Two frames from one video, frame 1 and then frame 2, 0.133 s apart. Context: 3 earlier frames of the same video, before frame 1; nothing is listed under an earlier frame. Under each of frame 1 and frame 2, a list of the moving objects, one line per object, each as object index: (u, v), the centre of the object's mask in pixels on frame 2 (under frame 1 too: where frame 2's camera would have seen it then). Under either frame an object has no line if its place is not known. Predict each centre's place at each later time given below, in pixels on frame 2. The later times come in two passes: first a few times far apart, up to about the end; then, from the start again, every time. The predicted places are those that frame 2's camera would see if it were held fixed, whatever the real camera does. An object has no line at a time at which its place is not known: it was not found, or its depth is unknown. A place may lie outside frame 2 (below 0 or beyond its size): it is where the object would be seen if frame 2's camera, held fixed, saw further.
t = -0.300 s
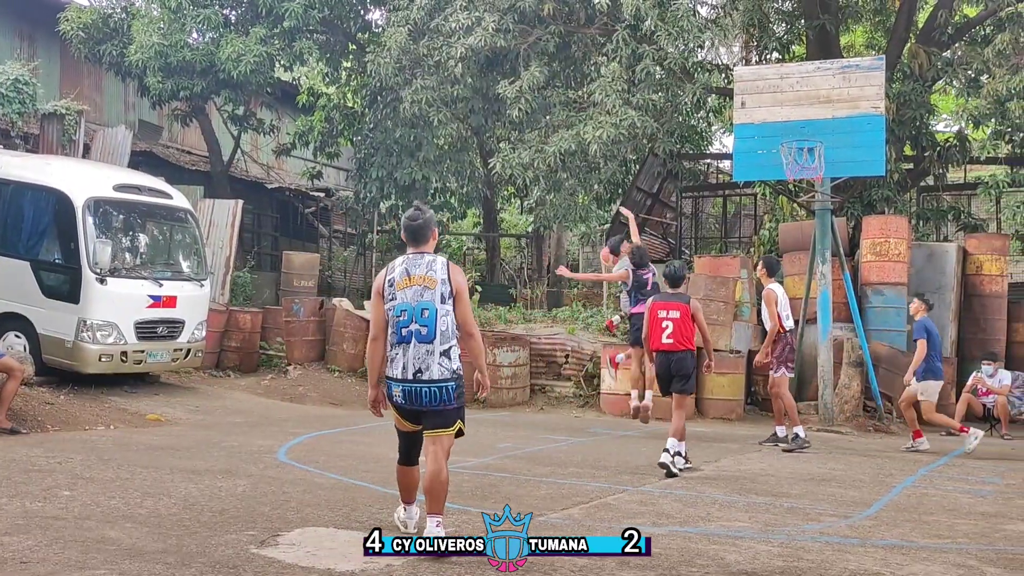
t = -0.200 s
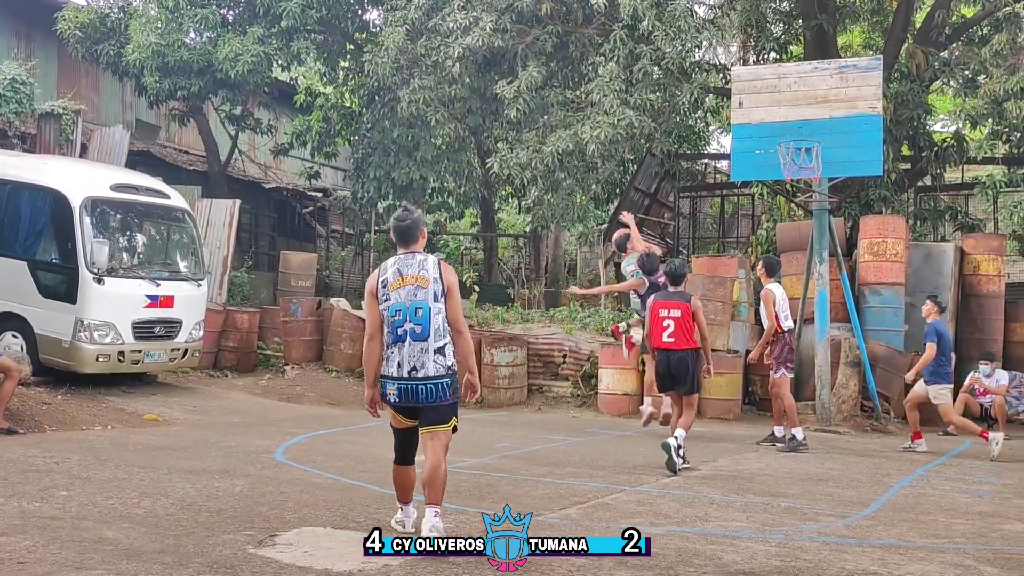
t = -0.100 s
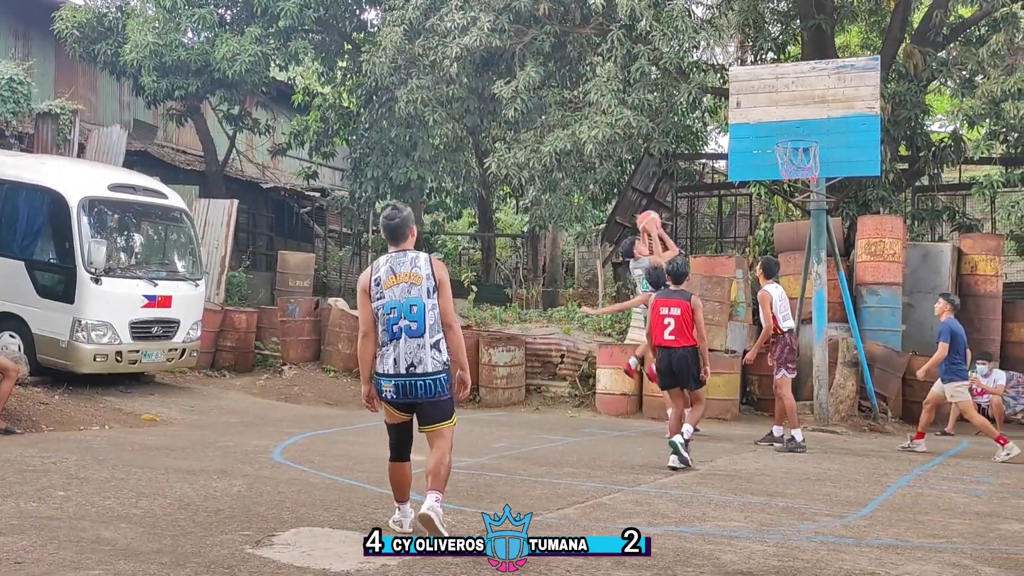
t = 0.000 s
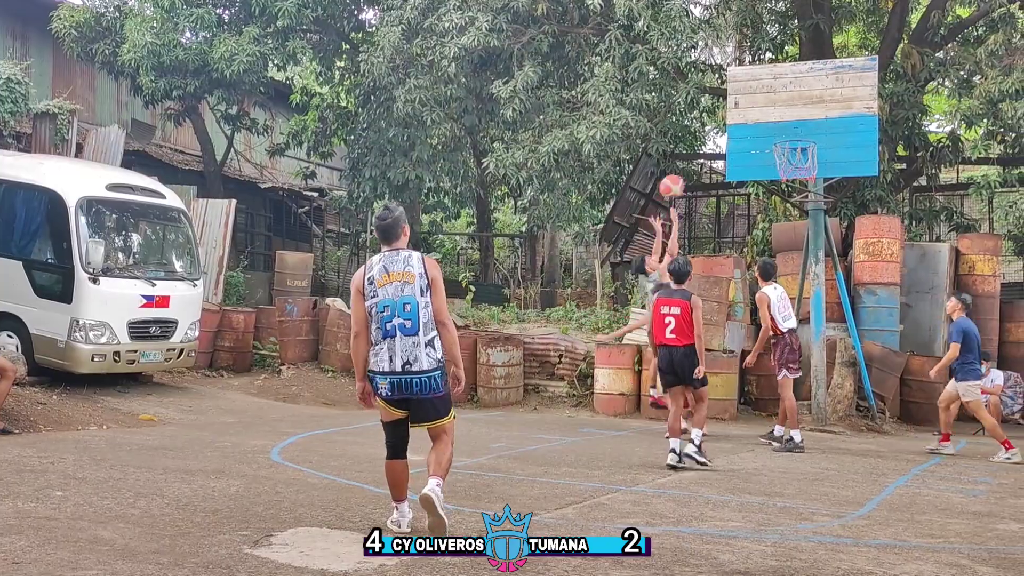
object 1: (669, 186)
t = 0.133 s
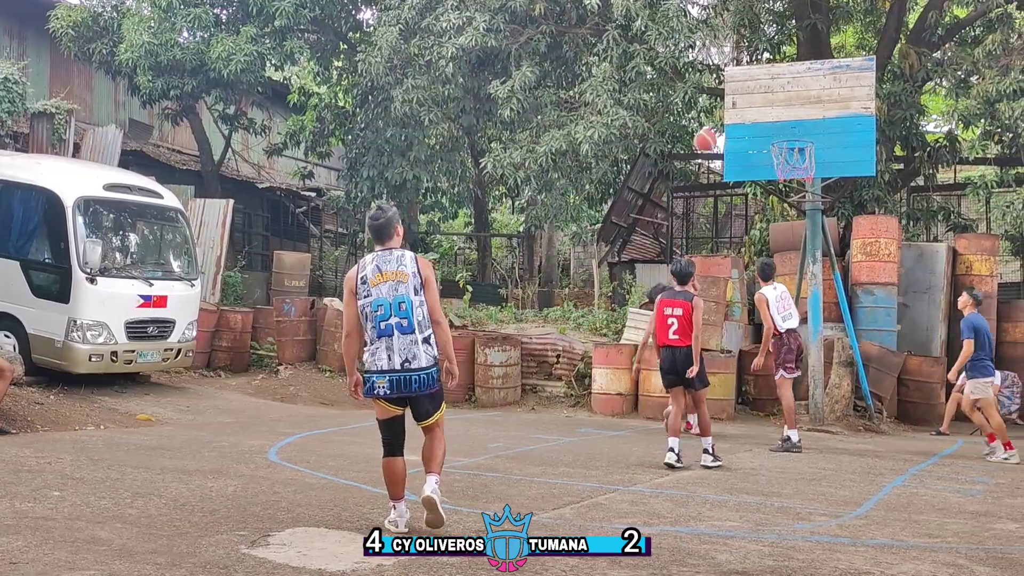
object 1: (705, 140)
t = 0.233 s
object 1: (732, 116)
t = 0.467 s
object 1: (796, 94)
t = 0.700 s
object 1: (846, 127)
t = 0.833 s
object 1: (877, 171)
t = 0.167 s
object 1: (715, 131)
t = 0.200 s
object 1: (723, 123)
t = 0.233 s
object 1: (732, 116)
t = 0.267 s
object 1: (743, 110)
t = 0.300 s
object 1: (752, 105)
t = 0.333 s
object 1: (760, 101)
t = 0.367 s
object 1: (770, 97)
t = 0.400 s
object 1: (778, 96)
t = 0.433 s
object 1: (788, 94)
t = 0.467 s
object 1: (796, 94)
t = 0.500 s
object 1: (804, 96)
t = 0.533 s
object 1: (811, 99)
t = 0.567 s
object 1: (818, 102)
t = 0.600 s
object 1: (825, 107)
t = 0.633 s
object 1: (832, 113)
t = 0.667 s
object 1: (839, 119)
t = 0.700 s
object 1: (846, 127)
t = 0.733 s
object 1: (853, 136)
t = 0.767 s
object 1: (861, 146)
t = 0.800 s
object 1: (869, 158)
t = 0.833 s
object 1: (877, 171)
